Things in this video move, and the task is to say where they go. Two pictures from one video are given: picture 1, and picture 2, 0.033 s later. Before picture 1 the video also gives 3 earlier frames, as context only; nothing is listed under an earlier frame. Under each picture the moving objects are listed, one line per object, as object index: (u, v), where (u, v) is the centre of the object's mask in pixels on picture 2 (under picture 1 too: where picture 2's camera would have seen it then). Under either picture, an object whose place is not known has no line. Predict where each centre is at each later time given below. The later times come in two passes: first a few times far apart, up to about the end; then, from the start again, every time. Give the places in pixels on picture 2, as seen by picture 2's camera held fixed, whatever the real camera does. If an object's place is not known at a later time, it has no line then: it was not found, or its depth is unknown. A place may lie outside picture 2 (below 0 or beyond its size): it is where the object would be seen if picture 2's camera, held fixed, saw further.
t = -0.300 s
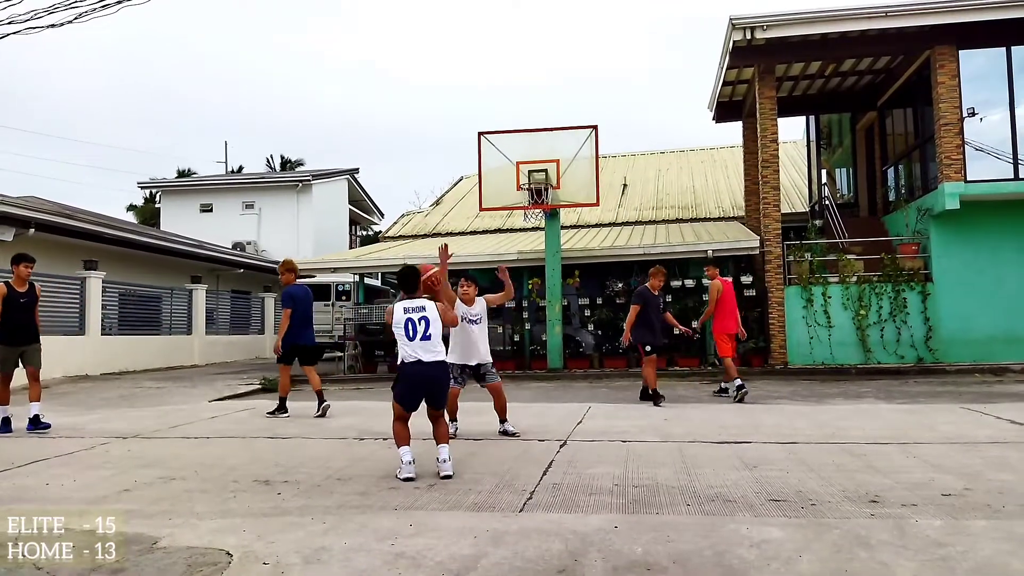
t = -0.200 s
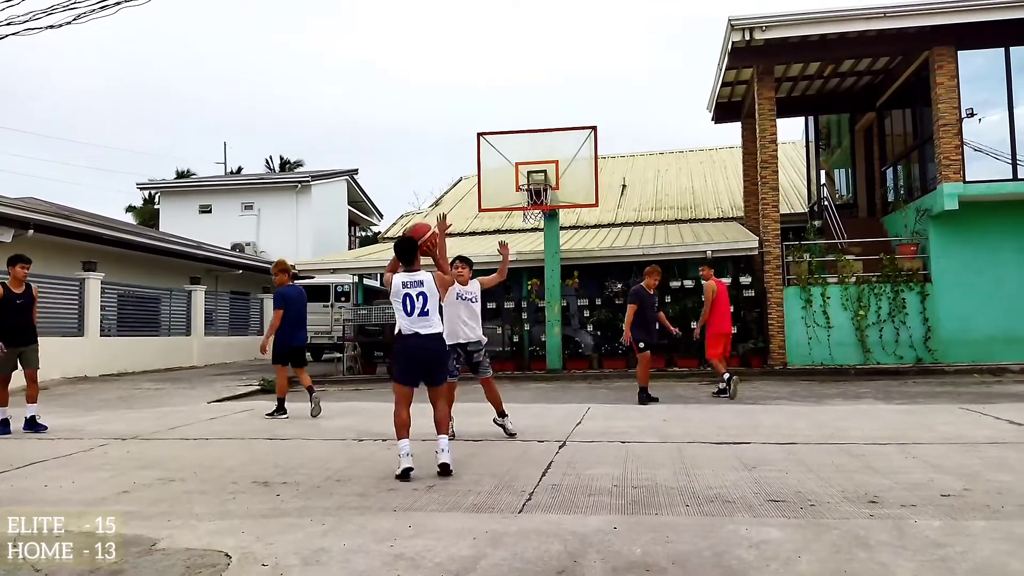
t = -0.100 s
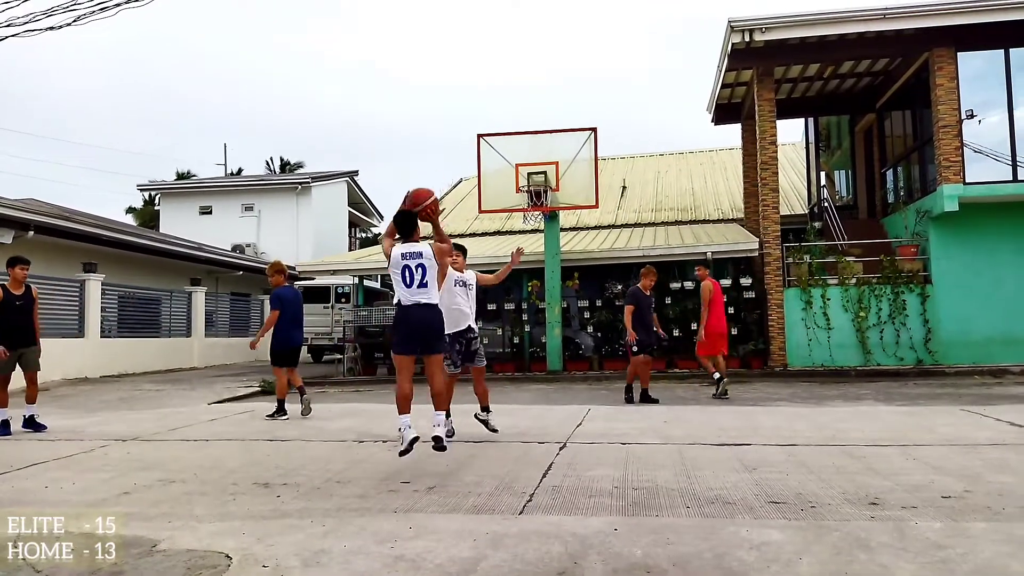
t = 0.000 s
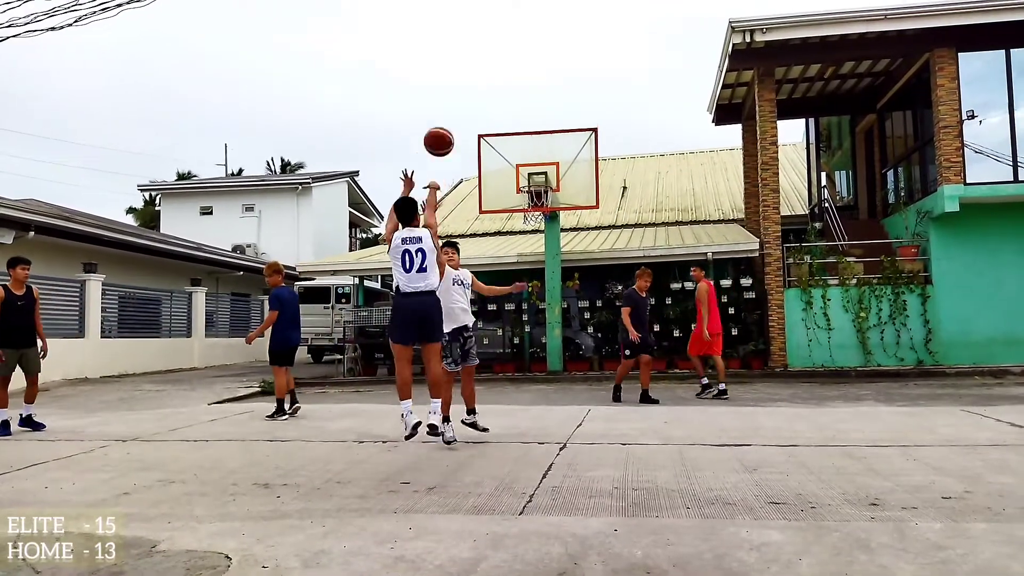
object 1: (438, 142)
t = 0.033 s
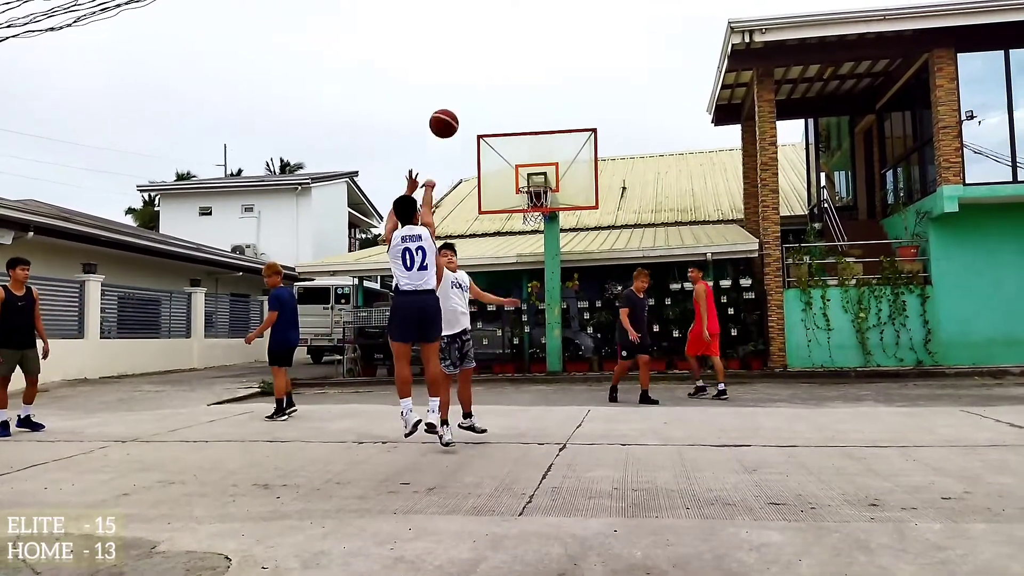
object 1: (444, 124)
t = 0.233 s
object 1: (473, 53)
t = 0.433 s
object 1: (496, 34)
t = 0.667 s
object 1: (518, 54)
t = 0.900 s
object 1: (536, 107)
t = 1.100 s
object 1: (550, 171)
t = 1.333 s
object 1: (567, 147)
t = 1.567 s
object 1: (591, 127)
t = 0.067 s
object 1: (449, 107)
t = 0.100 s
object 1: (454, 93)
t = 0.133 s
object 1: (459, 81)
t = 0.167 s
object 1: (464, 70)
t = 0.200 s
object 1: (468, 61)
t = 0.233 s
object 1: (473, 53)
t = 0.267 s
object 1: (477, 47)
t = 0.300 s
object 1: (481, 42)
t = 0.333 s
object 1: (485, 39)
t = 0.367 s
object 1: (489, 36)
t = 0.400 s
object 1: (493, 35)
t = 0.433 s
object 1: (496, 34)
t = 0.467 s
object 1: (500, 34)
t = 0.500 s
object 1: (503, 36)
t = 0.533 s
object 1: (506, 38)
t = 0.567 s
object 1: (509, 41)
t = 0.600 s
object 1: (512, 45)
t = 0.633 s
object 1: (515, 49)
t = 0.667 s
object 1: (518, 54)
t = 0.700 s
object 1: (521, 60)
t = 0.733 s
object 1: (523, 66)
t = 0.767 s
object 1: (526, 73)
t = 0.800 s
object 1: (529, 81)
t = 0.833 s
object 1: (531, 89)
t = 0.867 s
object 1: (533, 98)
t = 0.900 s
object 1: (536, 107)
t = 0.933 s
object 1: (538, 116)
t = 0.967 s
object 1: (541, 126)
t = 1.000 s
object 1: (543, 137)
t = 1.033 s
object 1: (545, 148)
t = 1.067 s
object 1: (547, 159)
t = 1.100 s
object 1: (550, 171)
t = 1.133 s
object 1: (551, 179)
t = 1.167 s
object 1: (551, 182)
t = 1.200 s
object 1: (554, 174)
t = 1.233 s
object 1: (557, 166)
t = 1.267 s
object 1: (560, 159)
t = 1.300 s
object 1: (563, 153)
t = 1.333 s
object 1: (567, 147)
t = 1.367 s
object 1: (570, 142)
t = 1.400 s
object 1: (573, 138)
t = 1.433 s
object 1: (577, 134)
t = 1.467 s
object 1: (581, 131)
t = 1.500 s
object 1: (584, 129)
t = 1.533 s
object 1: (588, 128)
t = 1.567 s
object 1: (591, 127)
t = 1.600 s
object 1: (595, 127)
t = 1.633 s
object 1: (599, 128)
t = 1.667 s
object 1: (603, 129)
